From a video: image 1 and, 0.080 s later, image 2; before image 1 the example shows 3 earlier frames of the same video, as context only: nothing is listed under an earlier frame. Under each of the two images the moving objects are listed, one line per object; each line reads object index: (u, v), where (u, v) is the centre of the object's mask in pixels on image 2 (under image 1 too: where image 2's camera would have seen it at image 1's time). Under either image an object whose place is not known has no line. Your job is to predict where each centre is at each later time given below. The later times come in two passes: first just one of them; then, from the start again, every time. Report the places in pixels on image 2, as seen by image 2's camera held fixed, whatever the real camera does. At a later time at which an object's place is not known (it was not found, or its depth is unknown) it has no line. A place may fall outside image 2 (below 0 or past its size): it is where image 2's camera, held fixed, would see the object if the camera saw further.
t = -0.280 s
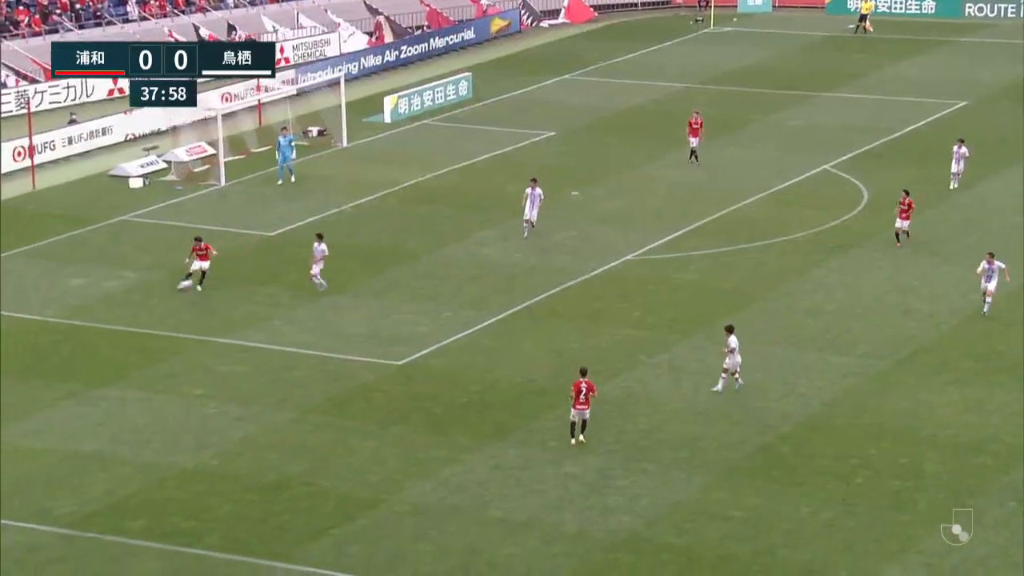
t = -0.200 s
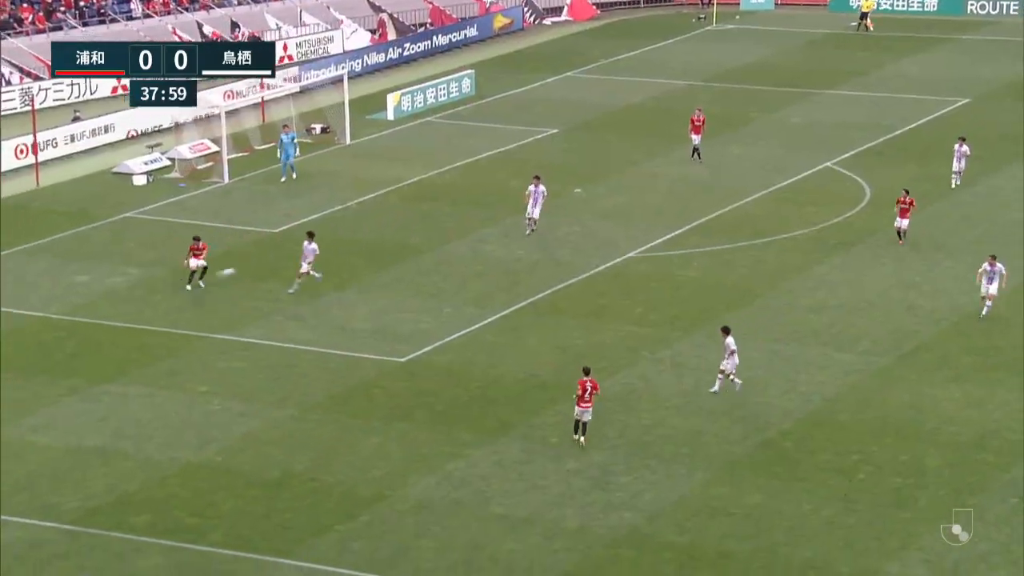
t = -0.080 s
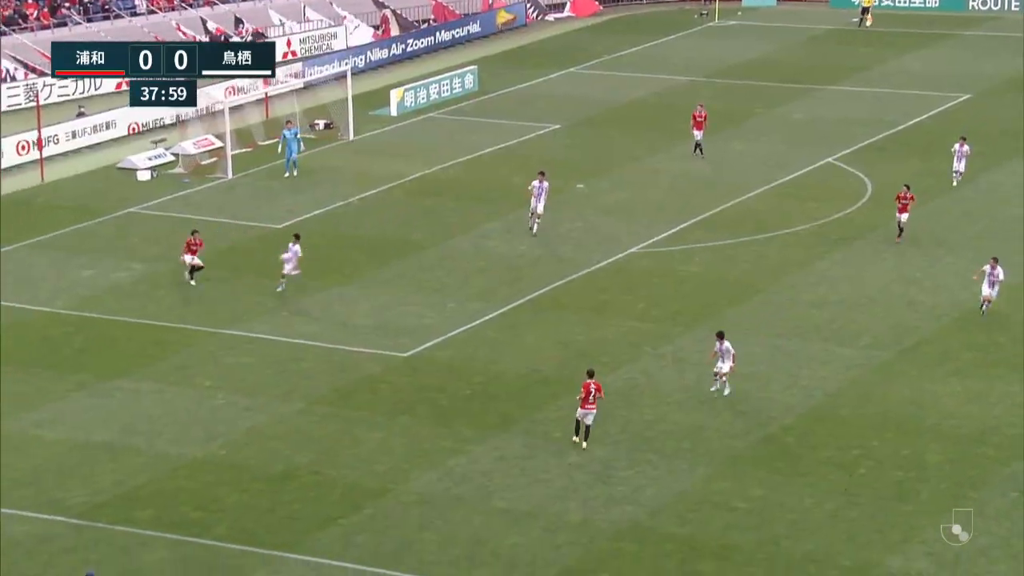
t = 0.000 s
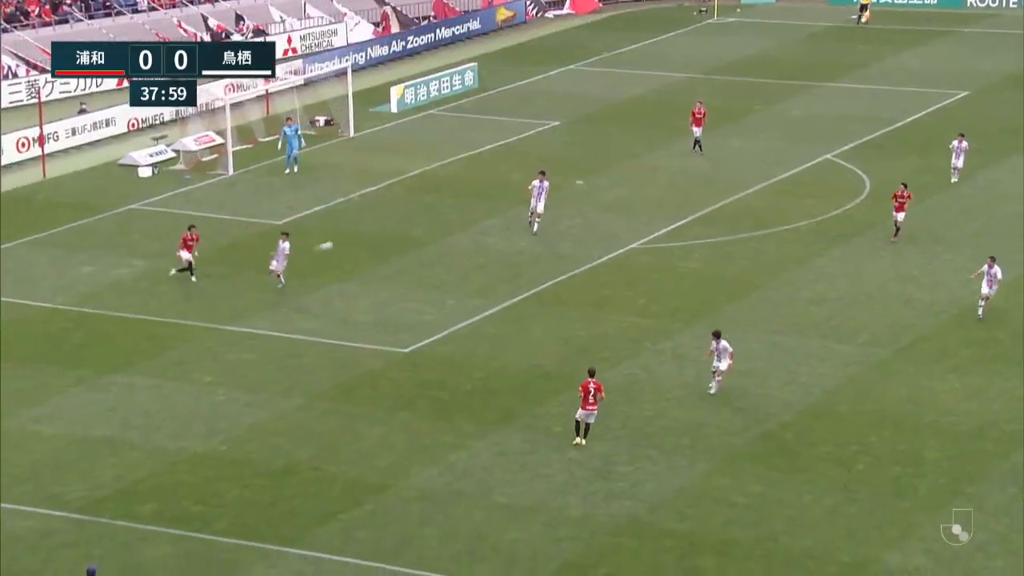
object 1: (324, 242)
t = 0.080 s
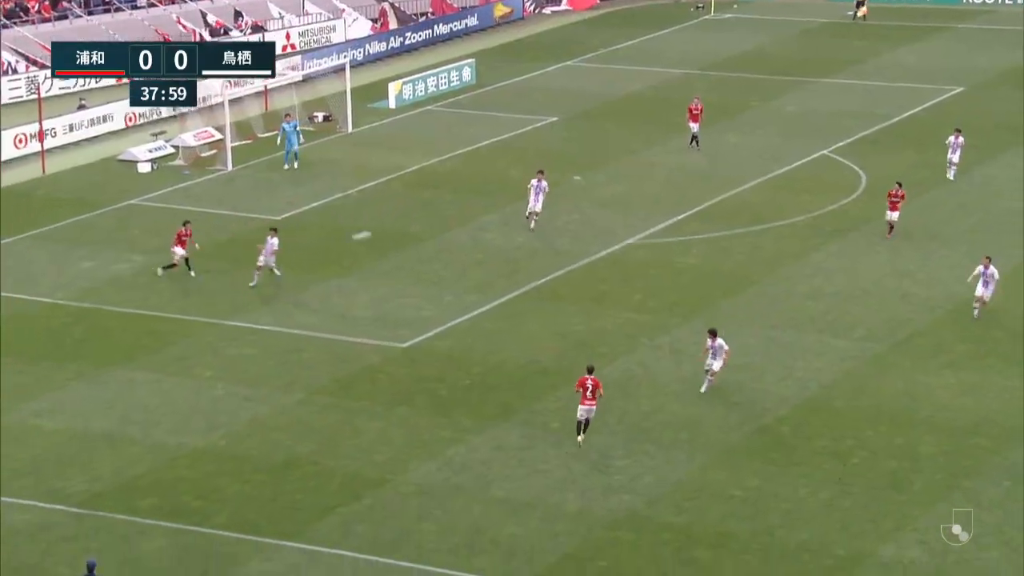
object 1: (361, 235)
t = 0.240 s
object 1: (438, 228)
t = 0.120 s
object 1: (381, 233)
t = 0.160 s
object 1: (399, 232)
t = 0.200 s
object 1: (419, 230)
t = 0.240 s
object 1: (438, 228)
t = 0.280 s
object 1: (459, 227)
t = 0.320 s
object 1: (478, 226)
